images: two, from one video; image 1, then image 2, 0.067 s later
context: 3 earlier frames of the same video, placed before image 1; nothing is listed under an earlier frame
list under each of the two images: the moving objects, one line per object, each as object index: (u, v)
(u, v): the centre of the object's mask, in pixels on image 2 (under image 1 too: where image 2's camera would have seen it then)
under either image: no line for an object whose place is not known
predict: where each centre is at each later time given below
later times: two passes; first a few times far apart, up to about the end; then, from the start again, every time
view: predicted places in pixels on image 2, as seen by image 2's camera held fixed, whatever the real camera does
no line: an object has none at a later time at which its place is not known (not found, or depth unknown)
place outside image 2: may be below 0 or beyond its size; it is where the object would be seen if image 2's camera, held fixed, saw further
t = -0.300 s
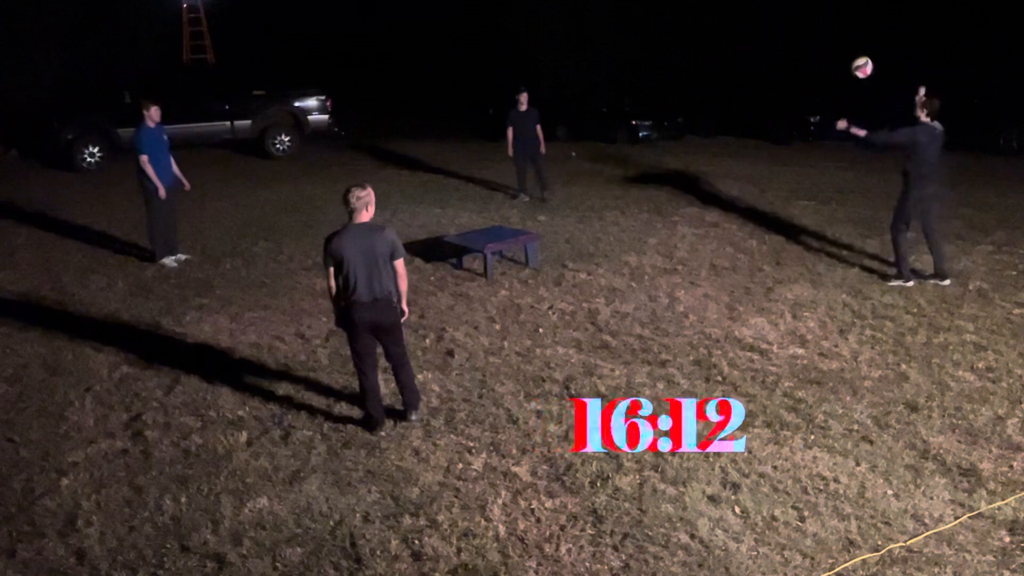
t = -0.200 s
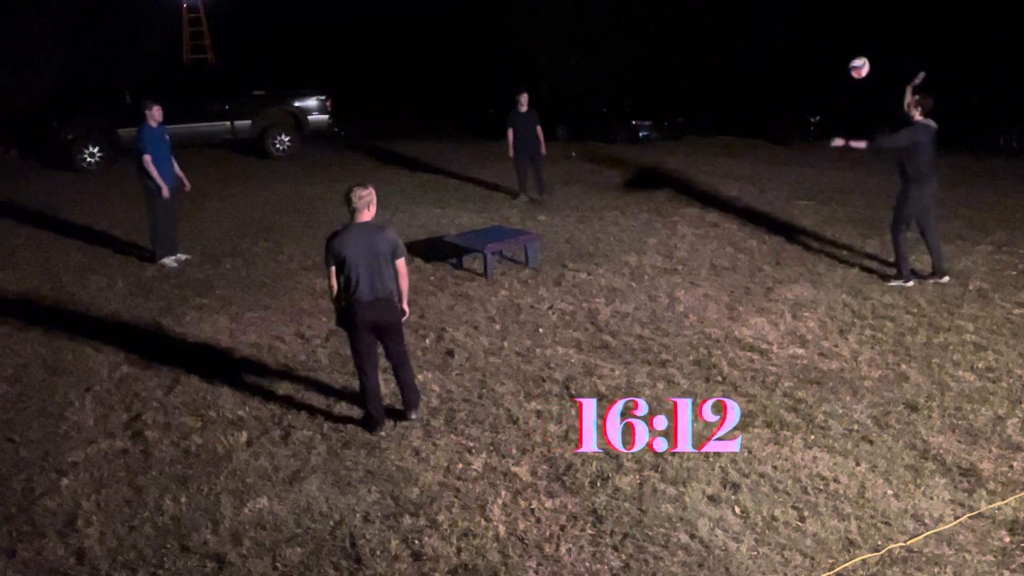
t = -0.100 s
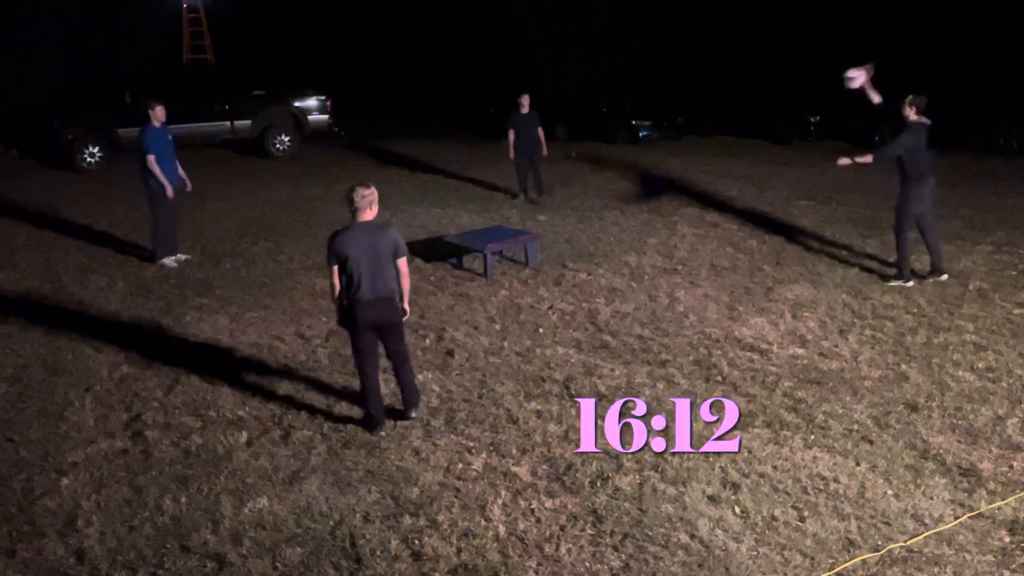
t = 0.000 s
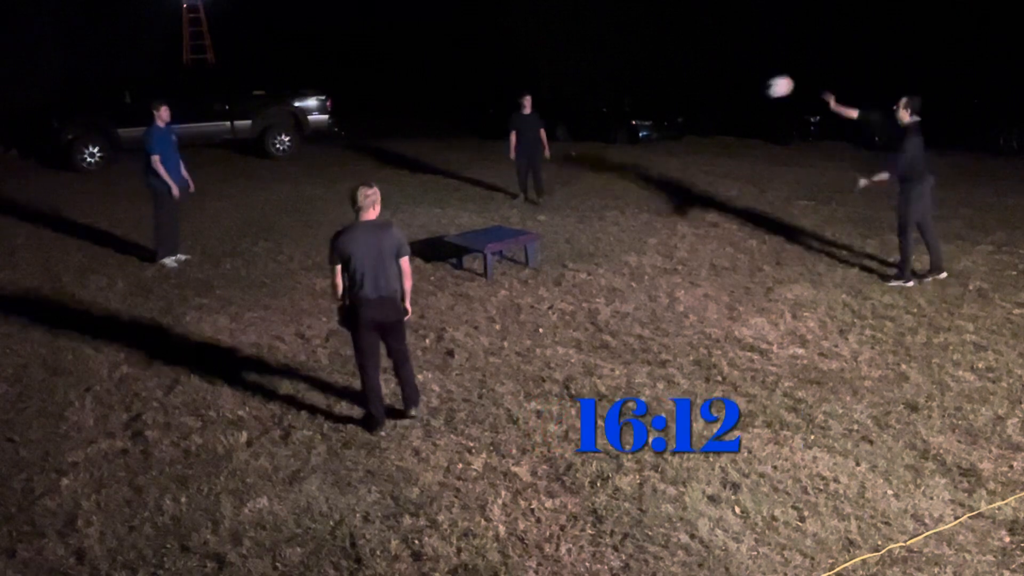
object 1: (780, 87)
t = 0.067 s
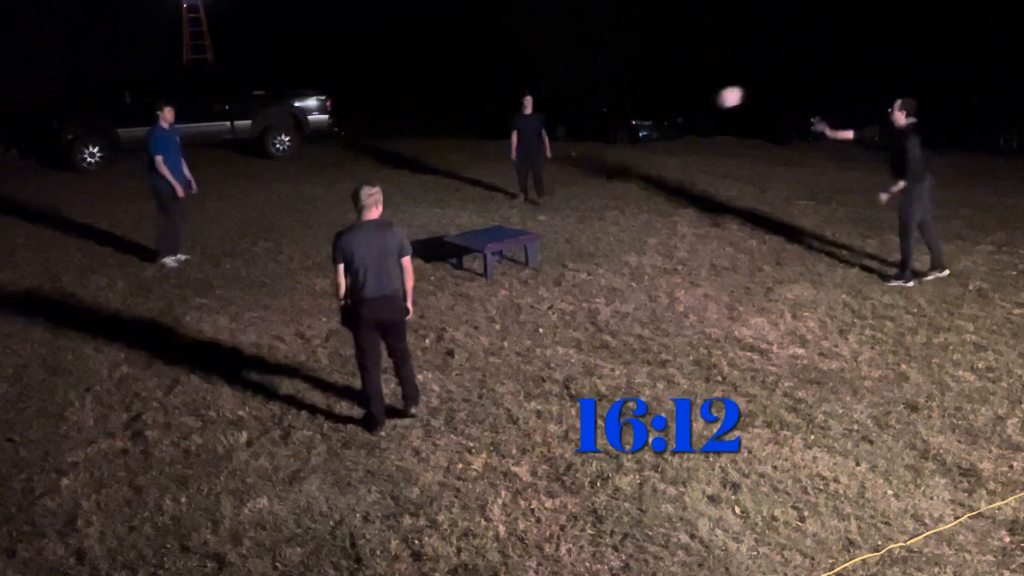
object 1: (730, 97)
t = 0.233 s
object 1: (618, 138)
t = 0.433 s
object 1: (506, 213)
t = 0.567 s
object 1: (458, 194)
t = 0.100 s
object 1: (707, 103)
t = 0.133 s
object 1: (684, 110)
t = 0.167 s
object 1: (662, 118)
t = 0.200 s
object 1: (640, 128)
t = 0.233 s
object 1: (618, 138)
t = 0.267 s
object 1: (598, 149)
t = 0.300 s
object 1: (578, 160)
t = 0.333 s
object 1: (559, 173)
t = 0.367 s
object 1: (540, 185)
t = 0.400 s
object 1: (522, 200)
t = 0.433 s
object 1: (506, 213)
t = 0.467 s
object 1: (489, 222)
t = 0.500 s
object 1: (478, 211)
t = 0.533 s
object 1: (468, 202)
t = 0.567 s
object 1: (458, 194)
